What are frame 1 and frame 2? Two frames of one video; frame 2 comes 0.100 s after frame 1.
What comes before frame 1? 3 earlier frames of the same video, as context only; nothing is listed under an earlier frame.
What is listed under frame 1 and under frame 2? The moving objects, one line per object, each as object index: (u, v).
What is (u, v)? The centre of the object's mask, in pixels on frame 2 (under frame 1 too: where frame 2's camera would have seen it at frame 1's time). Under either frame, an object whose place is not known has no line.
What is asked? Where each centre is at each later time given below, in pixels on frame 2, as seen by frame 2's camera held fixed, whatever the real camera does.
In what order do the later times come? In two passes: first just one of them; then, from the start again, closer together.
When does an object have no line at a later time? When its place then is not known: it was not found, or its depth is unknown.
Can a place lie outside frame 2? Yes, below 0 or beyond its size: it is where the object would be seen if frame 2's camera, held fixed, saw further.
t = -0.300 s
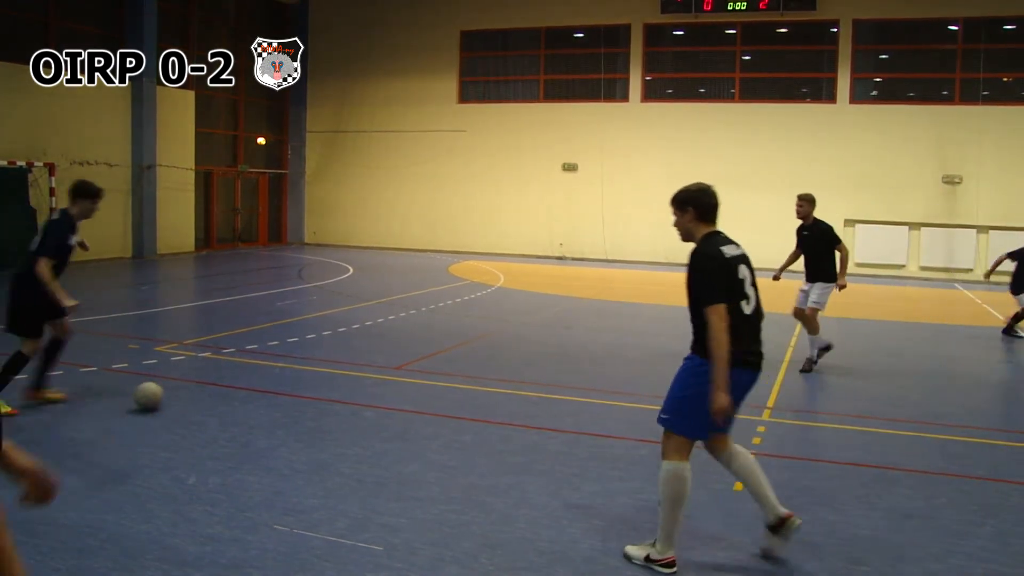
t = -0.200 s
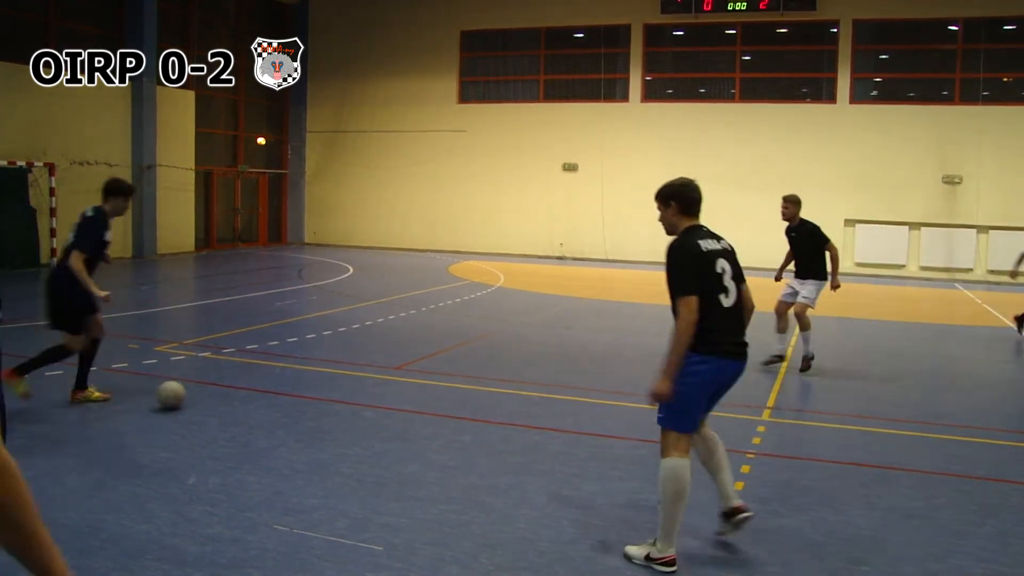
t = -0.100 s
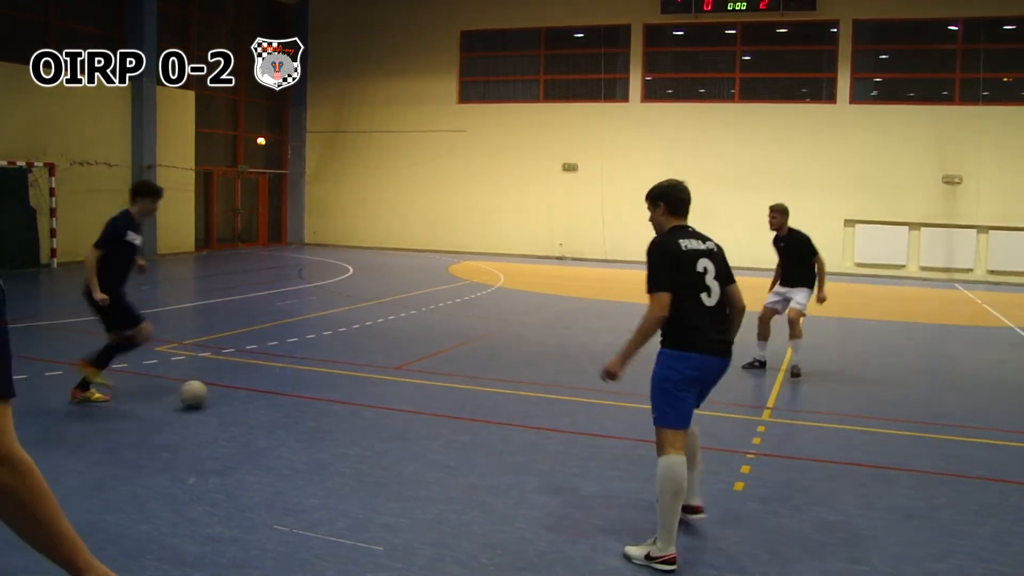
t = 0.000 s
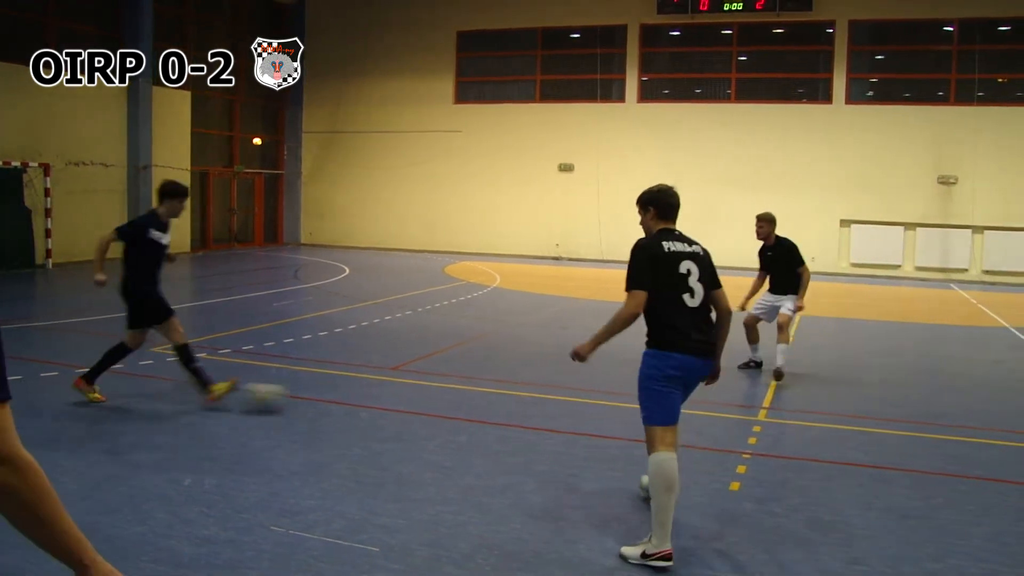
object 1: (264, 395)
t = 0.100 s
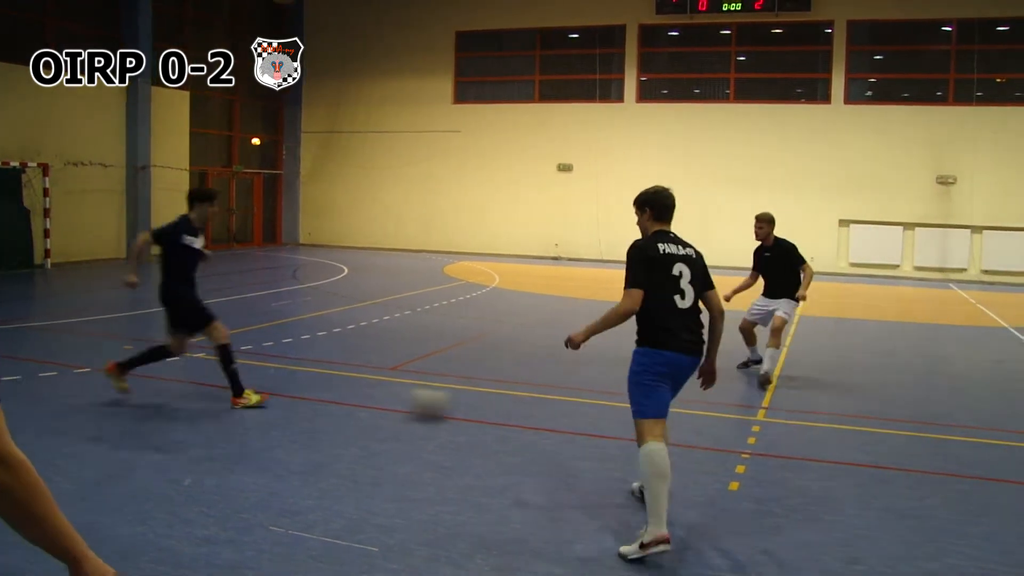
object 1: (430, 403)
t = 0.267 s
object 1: (682, 412)
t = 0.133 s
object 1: (484, 407)
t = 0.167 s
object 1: (532, 410)
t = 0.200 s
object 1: (584, 412)
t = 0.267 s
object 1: (682, 412)
